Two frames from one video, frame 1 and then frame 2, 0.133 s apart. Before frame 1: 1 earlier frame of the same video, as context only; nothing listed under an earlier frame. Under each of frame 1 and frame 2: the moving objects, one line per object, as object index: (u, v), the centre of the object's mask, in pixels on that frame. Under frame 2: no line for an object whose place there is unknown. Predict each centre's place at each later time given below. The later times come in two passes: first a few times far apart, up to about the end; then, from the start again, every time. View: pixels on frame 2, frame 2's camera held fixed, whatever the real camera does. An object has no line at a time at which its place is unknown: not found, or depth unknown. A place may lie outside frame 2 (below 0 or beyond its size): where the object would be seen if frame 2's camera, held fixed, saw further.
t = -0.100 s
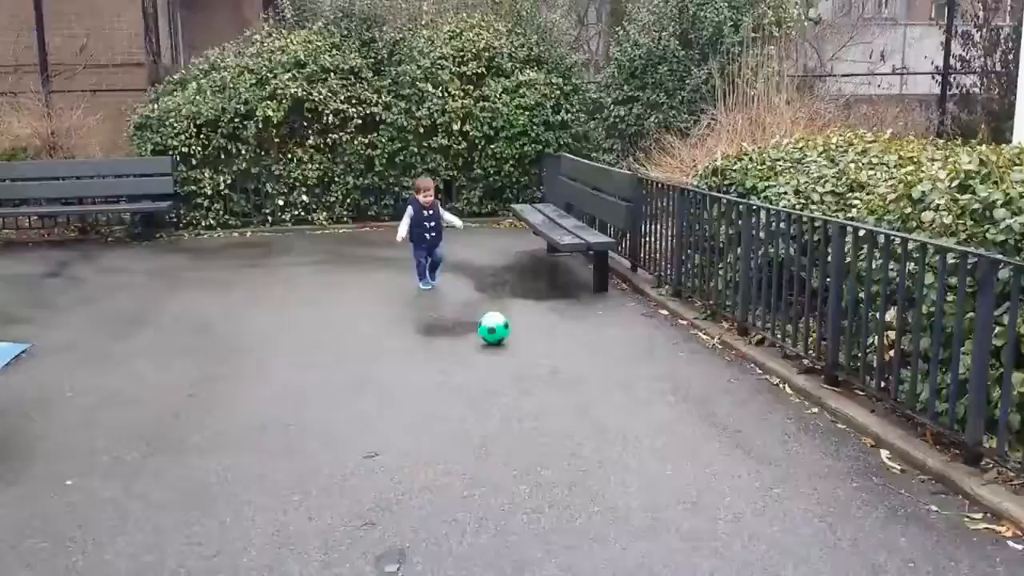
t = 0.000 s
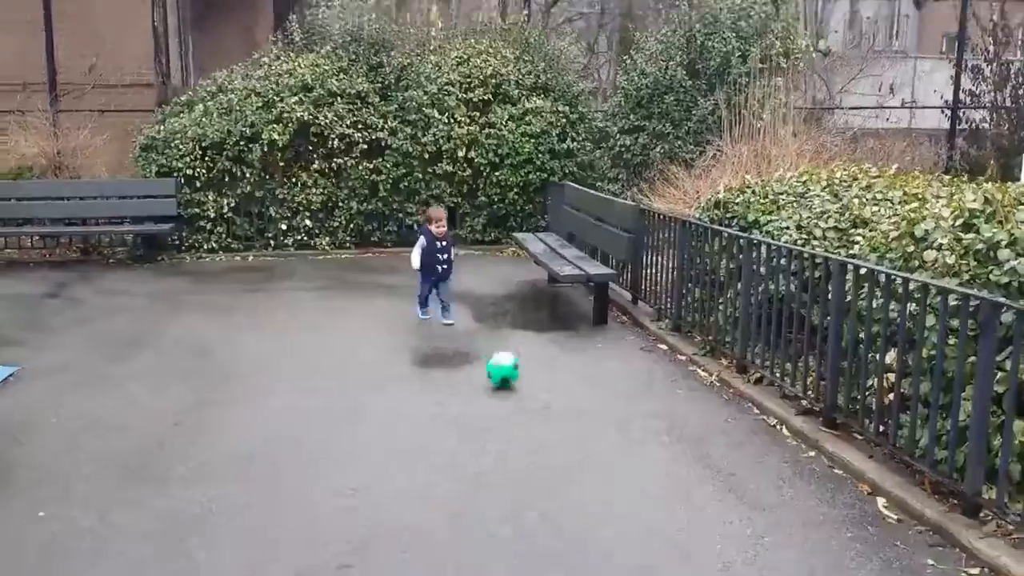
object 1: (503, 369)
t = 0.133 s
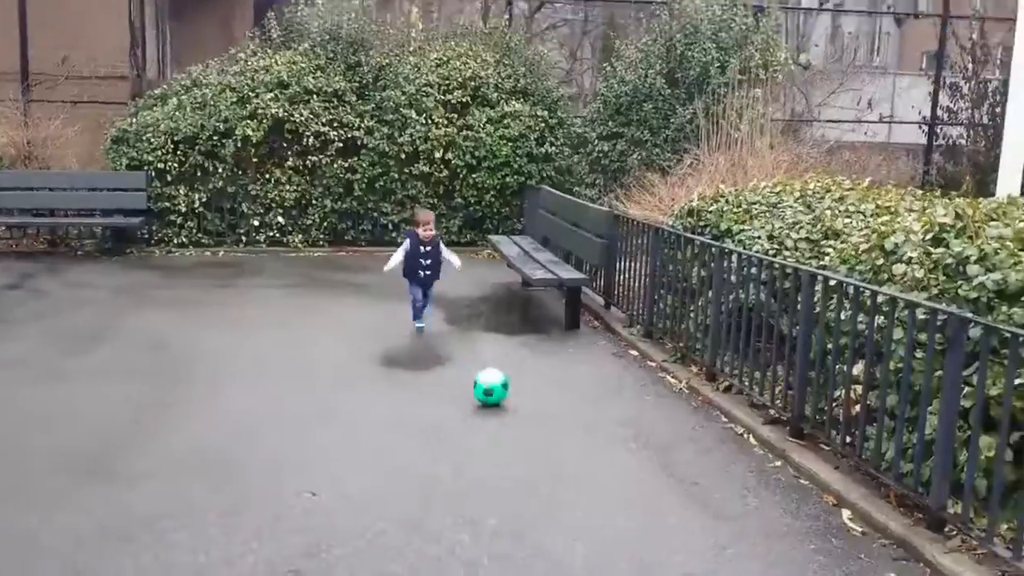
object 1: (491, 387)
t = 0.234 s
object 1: (504, 399)
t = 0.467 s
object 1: (536, 428)
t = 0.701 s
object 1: (567, 466)
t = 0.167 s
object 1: (495, 391)
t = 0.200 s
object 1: (500, 395)
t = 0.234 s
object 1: (504, 399)
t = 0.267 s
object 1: (510, 403)
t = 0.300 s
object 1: (513, 408)
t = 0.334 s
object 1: (519, 412)
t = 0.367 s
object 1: (524, 417)
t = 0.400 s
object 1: (529, 421)
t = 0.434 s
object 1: (534, 426)
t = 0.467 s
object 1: (536, 428)
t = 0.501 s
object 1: (543, 434)
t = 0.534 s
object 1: (547, 440)
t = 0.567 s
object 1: (552, 444)
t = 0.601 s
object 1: (556, 449)
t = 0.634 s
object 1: (560, 455)
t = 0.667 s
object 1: (564, 460)
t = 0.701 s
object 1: (567, 466)
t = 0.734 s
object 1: (571, 472)
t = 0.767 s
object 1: (575, 476)
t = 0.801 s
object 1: (579, 482)
